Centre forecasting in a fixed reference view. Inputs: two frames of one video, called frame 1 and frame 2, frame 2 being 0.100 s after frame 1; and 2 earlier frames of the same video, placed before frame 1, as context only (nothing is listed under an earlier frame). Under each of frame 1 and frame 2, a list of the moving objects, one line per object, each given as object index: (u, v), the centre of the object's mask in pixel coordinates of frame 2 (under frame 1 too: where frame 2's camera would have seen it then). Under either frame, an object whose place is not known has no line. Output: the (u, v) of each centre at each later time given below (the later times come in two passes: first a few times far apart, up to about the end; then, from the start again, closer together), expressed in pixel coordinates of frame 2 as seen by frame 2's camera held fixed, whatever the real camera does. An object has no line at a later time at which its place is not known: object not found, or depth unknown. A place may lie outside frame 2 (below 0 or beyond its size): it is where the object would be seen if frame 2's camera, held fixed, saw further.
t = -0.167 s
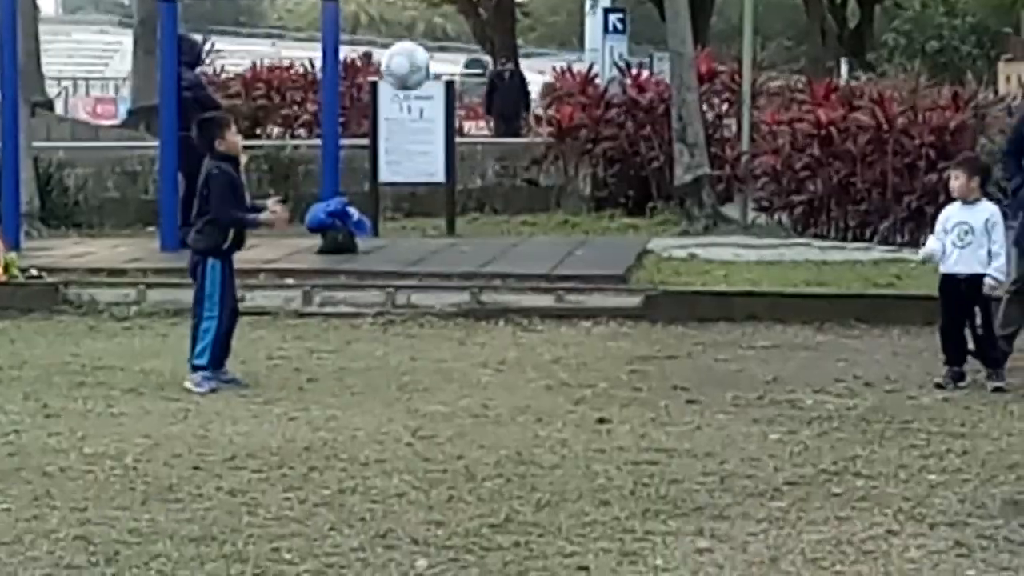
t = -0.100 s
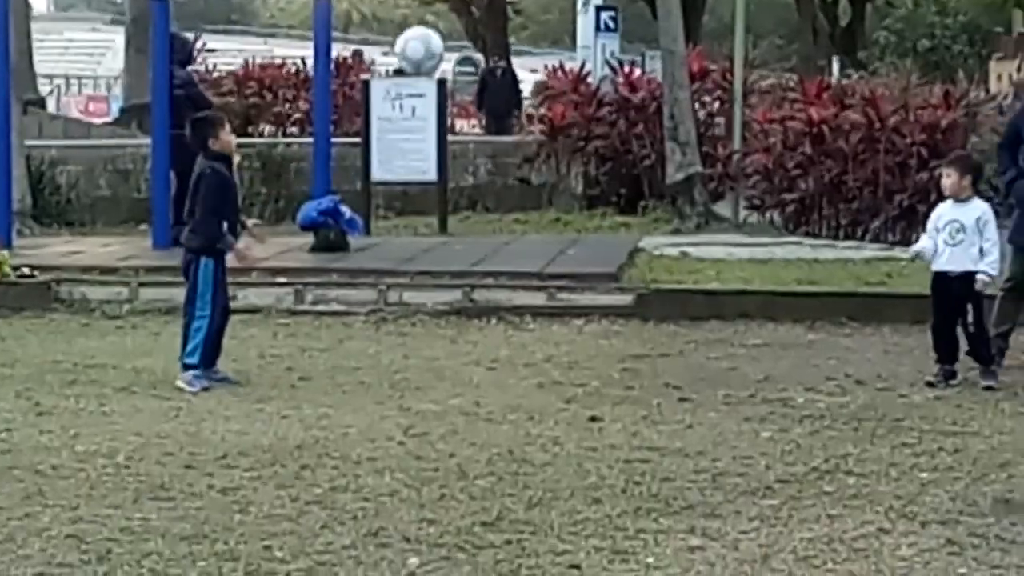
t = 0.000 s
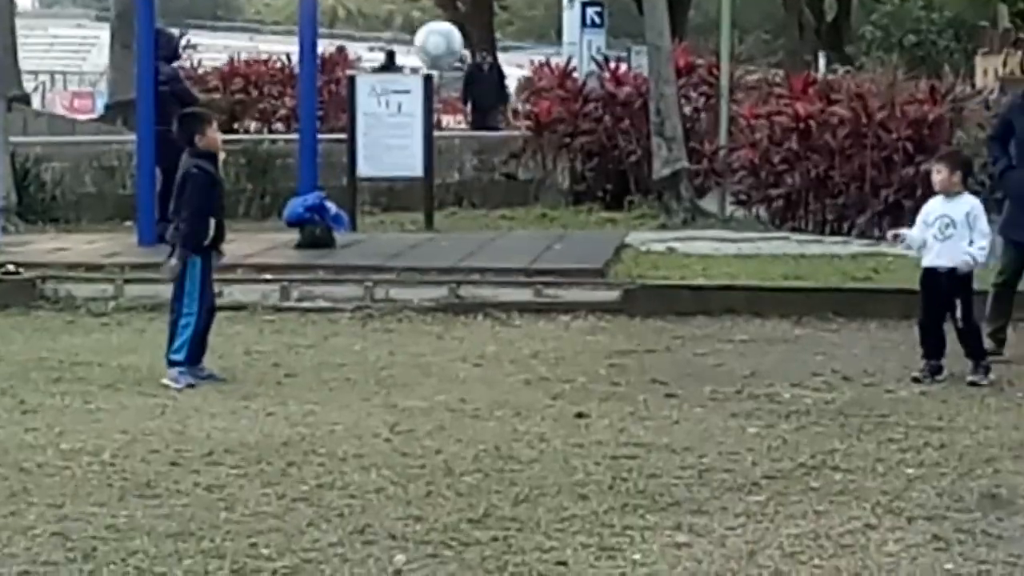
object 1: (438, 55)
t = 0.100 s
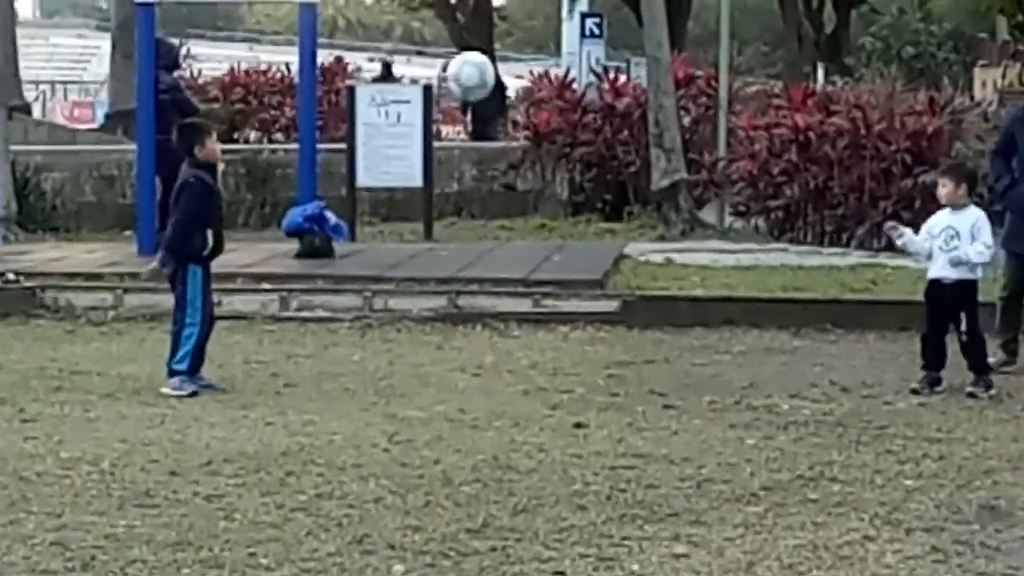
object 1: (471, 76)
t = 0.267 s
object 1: (523, 159)
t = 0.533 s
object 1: (600, 358)
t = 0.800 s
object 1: (645, 220)
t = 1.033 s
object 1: (684, 218)
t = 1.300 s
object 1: (727, 353)
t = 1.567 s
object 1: (763, 275)
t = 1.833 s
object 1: (799, 304)
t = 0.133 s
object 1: (481, 88)
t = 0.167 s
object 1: (495, 100)
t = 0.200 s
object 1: (503, 117)
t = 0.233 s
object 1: (513, 135)
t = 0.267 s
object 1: (523, 159)
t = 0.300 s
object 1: (534, 179)
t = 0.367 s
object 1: (553, 229)
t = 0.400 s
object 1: (563, 260)
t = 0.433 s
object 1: (574, 291)
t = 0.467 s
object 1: (583, 322)
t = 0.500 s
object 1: (593, 358)
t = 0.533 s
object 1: (600, 358)
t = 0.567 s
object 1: (606, 333)
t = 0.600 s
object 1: (611, 310)
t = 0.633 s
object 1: (617, 290)
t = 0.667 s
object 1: (622, 273)
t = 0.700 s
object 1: (627, 254)
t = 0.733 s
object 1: (634, 240)
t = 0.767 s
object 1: (639, 229)
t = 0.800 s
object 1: (645, 220)
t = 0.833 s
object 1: (651, 213)
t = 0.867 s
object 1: (657, 208)
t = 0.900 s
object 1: (662, 206)
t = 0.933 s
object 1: (668, 206)
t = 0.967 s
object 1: (673, 208)
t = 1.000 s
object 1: (679, 213)
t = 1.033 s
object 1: (684, 218)
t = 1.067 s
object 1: (690, 227)
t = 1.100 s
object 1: (695, 238)
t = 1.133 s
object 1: (701, 252)
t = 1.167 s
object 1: (707, 268)
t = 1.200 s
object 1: (712, 286)
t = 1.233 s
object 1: (717, 306)
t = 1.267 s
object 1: (722, 329)
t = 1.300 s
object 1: (727, 353)
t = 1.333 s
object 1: (731, 368)
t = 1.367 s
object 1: (736, 347)
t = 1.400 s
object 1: (741, 328)
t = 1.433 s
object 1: (745, 313)
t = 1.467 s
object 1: (750, 302)
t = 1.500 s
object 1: (754, 291)
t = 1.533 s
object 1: (759, 282)
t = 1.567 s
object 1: (763, 275)
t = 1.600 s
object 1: (767, 270)
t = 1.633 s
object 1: (772, 269)
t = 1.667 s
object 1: (777, 269)
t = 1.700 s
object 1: (782, 271)
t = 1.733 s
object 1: (786, 275)
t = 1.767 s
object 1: (791, 283)
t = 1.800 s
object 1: (794, 292)
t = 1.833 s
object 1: (799, 304)
